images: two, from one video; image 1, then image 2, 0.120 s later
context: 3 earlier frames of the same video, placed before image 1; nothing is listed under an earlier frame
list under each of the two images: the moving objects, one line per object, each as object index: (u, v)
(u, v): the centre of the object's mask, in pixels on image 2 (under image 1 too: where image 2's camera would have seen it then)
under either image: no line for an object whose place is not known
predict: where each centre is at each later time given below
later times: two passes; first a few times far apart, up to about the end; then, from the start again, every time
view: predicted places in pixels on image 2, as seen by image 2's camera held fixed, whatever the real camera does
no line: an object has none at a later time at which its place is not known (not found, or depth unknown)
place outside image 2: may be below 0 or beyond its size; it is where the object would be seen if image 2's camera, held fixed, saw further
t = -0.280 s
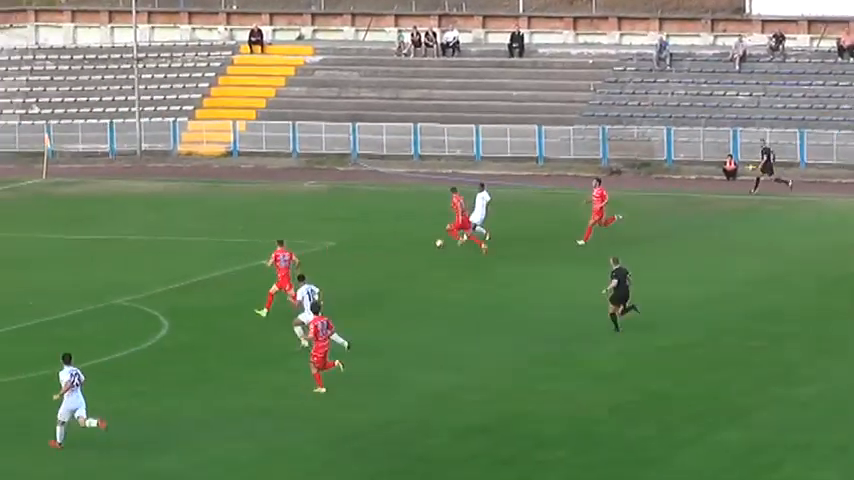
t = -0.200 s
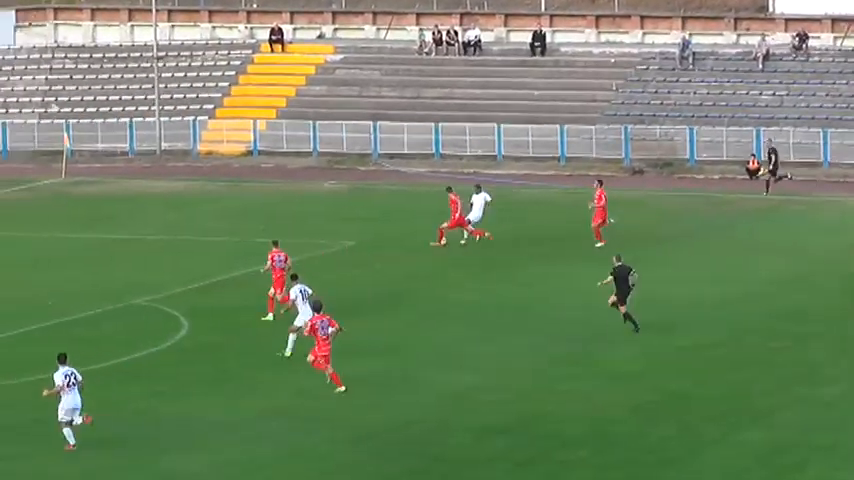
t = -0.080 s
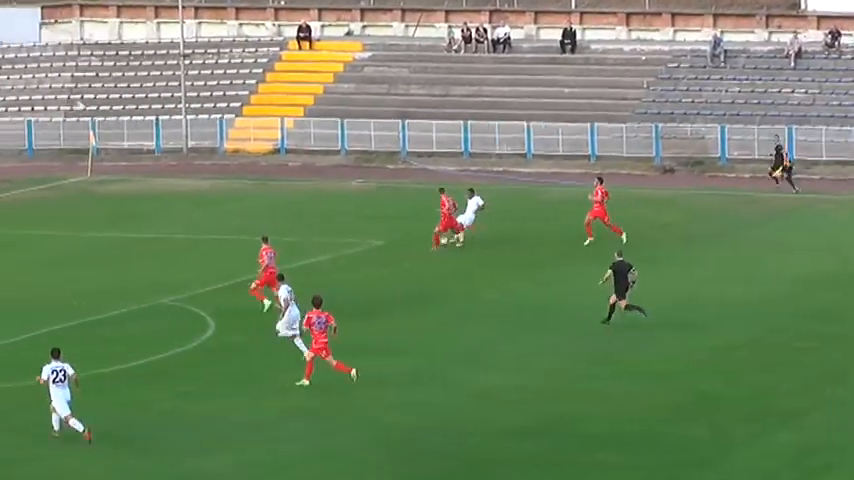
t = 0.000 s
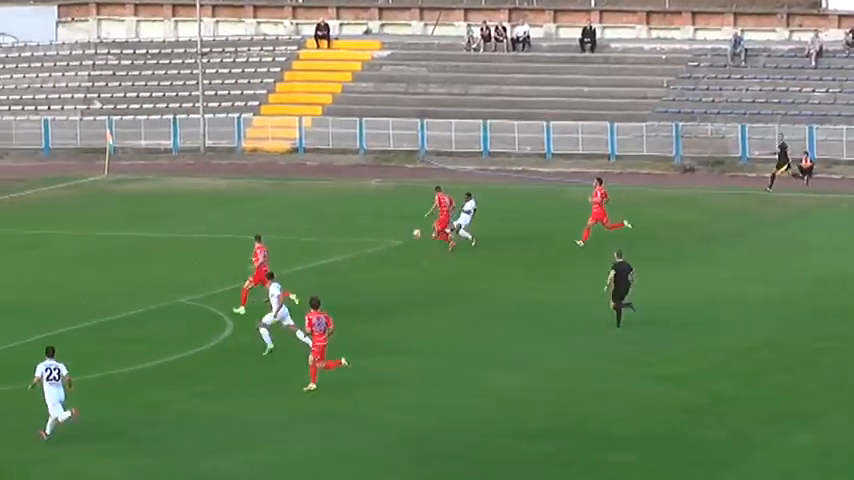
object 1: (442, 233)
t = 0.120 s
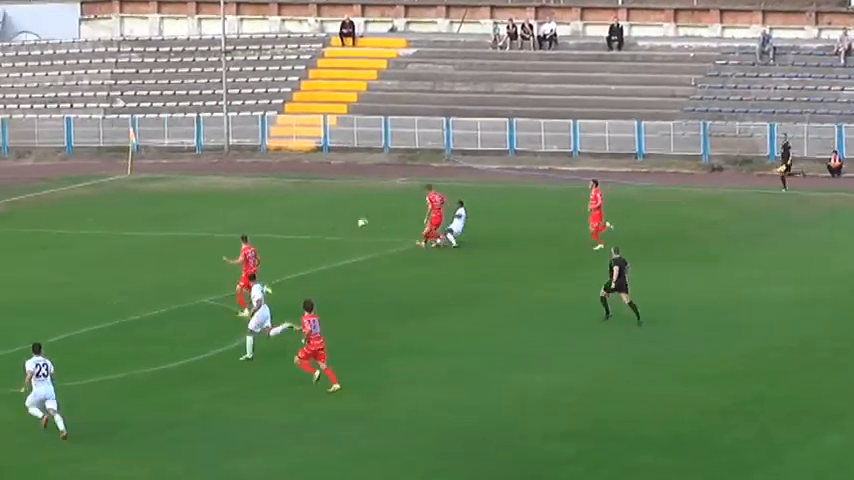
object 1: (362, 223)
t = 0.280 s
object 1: (259, 215)
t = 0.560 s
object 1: (85, 221)
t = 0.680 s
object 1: (16, 232)
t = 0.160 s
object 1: (336, 220)
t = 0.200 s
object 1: (309, 218)
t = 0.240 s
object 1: (283, 217)
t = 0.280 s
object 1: (259, 215)
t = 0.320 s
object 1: (232, 215)
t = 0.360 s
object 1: (207, 215)
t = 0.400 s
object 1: (181, 215)
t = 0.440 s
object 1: (157, 215)
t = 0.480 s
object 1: (133, 217)
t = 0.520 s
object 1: (109, 219)
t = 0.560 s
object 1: (85, 221)
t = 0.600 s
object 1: (62, 224)
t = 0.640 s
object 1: (39, 228)
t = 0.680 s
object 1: (16, 232)
